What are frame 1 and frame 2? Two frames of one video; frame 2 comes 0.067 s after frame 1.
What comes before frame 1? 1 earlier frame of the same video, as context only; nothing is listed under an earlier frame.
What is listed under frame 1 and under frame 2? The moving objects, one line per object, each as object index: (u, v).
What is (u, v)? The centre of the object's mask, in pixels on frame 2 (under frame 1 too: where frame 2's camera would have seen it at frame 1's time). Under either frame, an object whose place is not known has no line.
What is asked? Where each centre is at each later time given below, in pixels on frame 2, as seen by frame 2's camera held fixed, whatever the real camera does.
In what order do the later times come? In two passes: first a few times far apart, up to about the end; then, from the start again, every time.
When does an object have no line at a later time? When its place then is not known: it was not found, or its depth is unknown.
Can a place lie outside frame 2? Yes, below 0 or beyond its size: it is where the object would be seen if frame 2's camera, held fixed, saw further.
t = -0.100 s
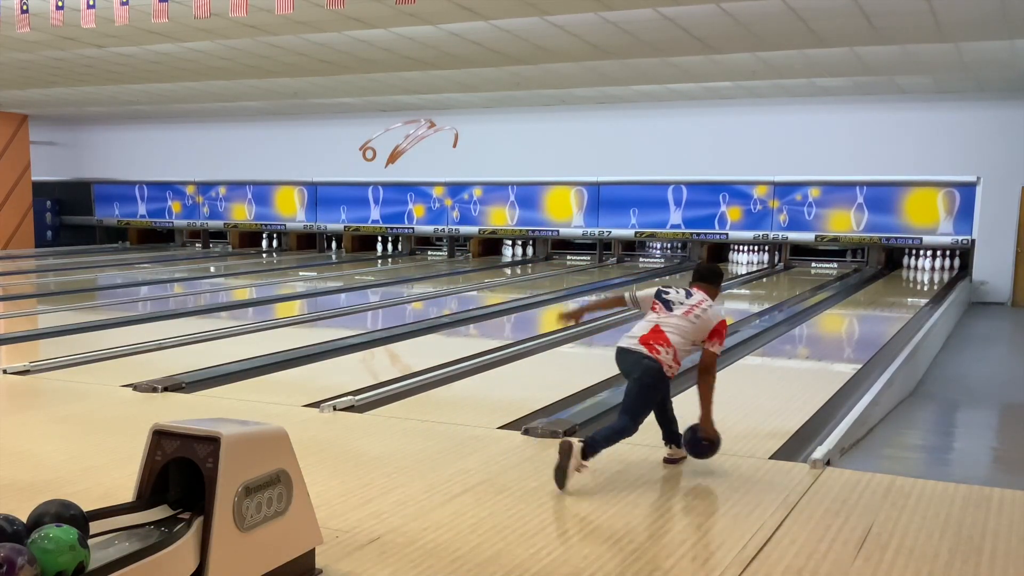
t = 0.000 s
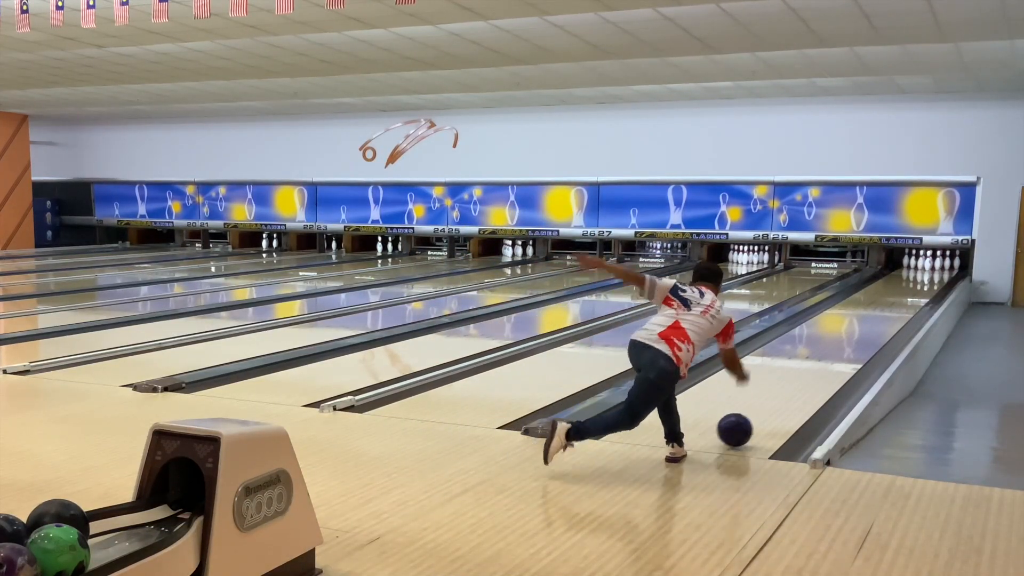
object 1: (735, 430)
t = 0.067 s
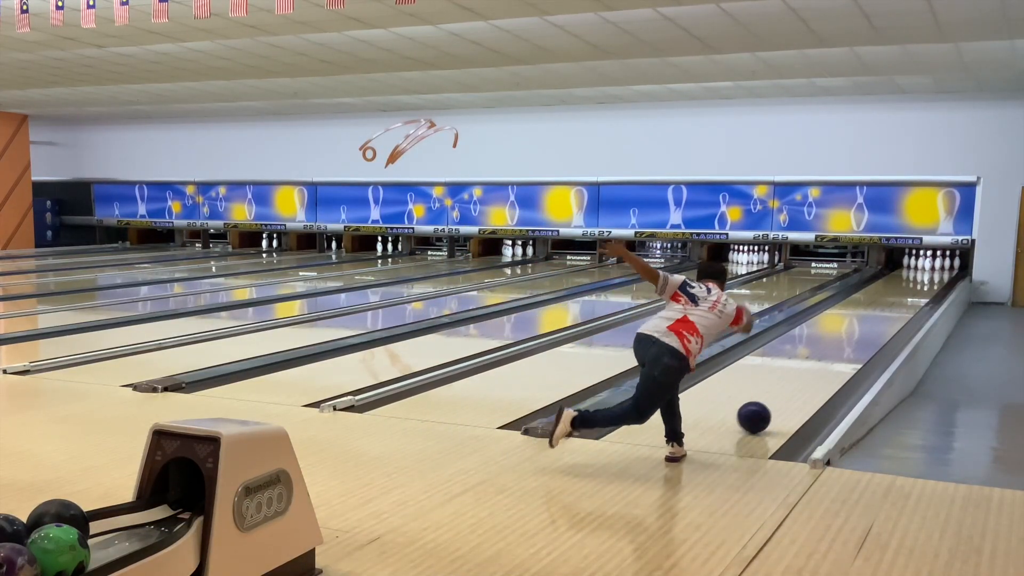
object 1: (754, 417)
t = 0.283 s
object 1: (803, 381)
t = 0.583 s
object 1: (849, 347)
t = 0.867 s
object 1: (879, 324)
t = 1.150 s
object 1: (899, 307)
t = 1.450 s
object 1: (914, 294)
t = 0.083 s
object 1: (758, 414)
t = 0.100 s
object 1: (763, 411)
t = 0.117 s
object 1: (767, 408)
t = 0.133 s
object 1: (771, 405)
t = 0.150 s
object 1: (775, 402)
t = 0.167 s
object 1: (779, 399)
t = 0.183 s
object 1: (782, 396)
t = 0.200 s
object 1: (786, 394)
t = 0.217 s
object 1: (790, 391)
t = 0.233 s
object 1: (793, 389)
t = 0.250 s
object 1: (797, 386)
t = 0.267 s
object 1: (800, 384)
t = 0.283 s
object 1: (803, 381)
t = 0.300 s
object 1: (806, 379)
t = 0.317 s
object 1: (809, 377)
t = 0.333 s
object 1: (812, 375)
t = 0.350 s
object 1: (815, 373)
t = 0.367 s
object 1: (818, 370)
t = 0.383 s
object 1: (821, 369)
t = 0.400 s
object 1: (823, 366)
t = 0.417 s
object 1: (826, 365)
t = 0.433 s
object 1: (828, 363)
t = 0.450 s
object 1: (831, 361)
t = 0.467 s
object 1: (834, 359)
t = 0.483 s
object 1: (836, 357)
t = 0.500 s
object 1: (838, 355)
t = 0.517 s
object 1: (841, 353)
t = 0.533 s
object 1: (843, 352)
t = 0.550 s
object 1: (845, 350)
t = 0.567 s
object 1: (847, 349)
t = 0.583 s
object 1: (849, 347)
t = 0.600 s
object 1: (852, 345)
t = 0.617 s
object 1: (853, 344)
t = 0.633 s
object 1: (855, 342)
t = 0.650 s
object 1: (857, 341)
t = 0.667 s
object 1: (859, 340)
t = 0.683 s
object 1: (861, 338)
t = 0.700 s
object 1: (863, 337)
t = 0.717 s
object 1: (864, 336)
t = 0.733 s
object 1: (866, 334)
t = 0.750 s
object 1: (868, 333)
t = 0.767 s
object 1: (870, 332)
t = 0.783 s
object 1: (871, 330)
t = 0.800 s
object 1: (873, 329)
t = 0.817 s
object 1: (874, 328)
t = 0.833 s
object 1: (876, 327)
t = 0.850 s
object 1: (877, 326)
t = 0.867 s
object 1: (879, 324)
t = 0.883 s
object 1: (880, 323)
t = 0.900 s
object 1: (882, 322)
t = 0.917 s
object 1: (883, 321)
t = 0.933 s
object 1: (884, 320)
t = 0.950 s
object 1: (885, 319)
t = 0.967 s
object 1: (887, 318)
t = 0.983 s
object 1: (888, 317)
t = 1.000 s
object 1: (889, 316)
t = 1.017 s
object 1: (890, 315)
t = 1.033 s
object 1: (891, 314)
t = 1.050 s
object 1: (893, 313)
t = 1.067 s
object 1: (894, 312)
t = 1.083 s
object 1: (895, 311)
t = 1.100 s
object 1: (896, 310)
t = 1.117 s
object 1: (897, 309)
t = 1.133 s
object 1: (898, 308)
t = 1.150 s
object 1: (899, 307)
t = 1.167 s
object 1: (900, 306)
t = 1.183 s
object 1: (901, 306)
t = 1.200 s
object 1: (902, 305)
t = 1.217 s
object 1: (903, 304)
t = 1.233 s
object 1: (904, 303)
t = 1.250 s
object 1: (904, 302)
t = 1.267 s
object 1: (906, 302)
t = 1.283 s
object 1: (906, 301)
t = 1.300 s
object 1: (907, 300)
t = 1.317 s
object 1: (908, 299)
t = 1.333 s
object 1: (909, 299)
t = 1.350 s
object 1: (909, 298)
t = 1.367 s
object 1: (910, 297)
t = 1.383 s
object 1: (911, 297)
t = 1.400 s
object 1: (912, 296)
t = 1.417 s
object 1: (912, 295)
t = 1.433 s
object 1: (913, 295)
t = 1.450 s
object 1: (914, 294)
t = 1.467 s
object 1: (914, 293)
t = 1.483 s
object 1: (915, 292)
